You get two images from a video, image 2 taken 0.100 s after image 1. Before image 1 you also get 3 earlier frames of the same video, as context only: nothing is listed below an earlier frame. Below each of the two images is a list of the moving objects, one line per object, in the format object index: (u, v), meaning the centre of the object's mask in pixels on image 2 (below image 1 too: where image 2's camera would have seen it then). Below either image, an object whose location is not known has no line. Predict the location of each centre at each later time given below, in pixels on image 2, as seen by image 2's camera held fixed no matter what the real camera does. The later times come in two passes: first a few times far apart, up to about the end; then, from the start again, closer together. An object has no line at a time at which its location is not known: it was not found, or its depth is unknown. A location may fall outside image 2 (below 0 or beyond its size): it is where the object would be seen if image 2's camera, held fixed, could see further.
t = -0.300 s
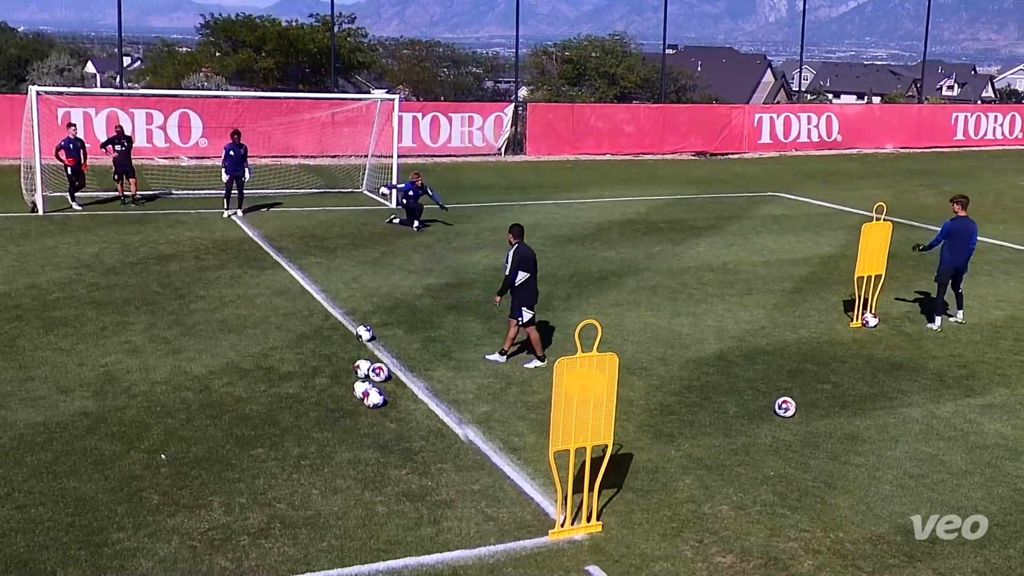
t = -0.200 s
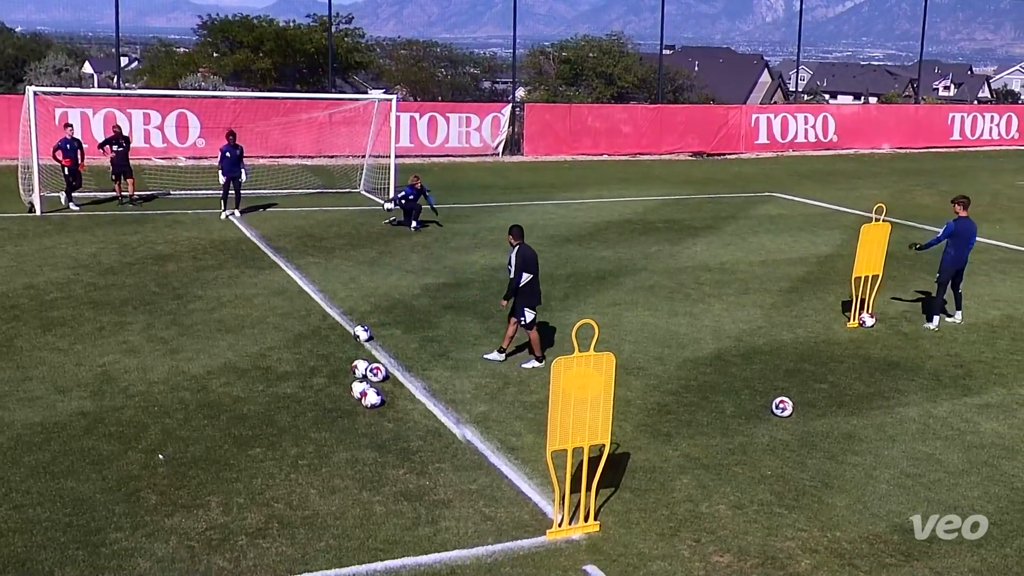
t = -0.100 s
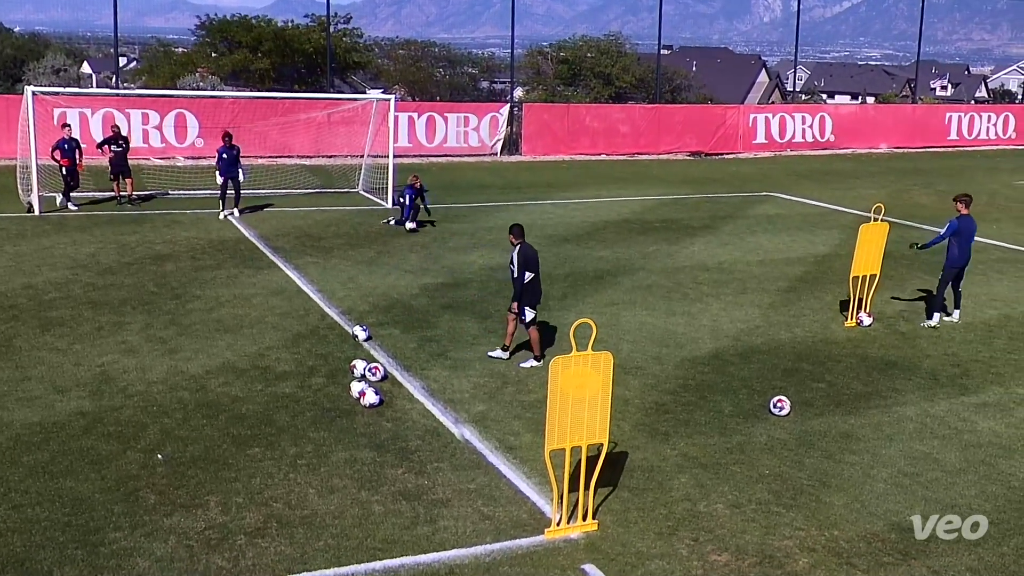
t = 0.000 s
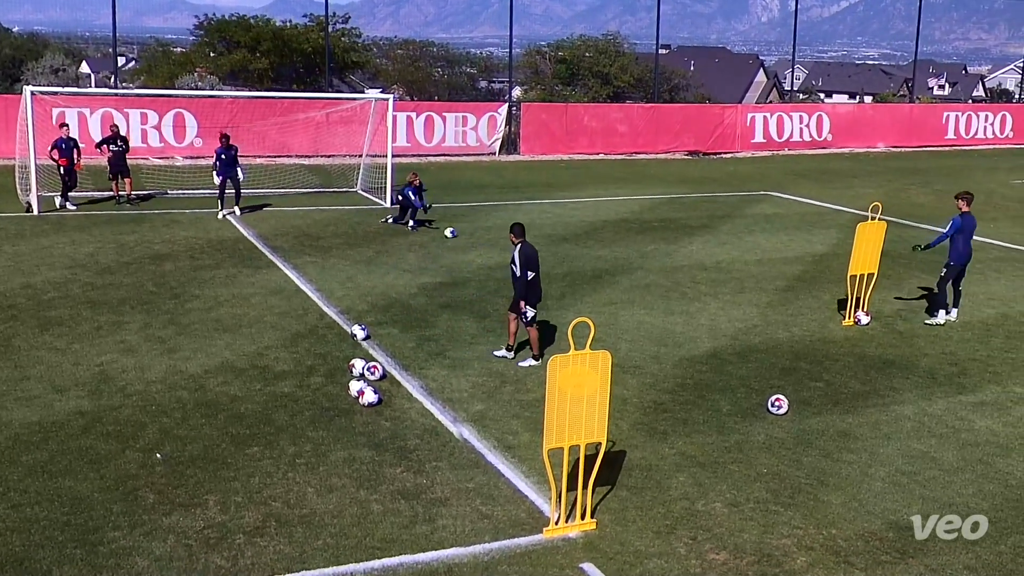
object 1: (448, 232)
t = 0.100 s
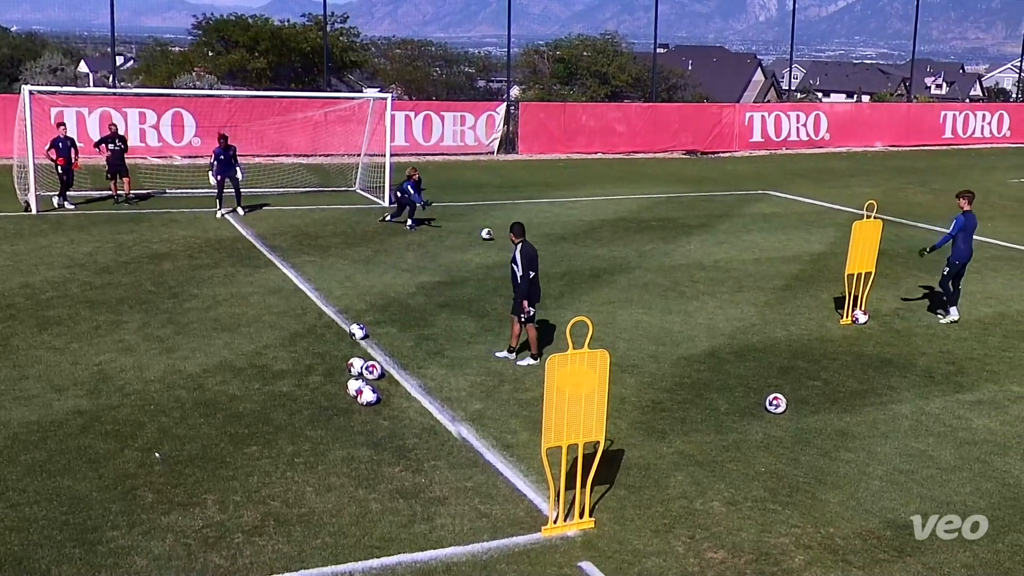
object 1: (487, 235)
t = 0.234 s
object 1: (536, 241)
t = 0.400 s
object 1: (588, 250)
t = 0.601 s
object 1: (651, 259)
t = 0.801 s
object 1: (715, 267)
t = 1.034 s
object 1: (786, 275)
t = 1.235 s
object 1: (846, 285)
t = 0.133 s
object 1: (499, 236)
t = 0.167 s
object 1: (508, 238)
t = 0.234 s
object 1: (536, 241)
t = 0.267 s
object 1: (545, 243)
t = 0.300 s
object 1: (555, 244)
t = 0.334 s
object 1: (566, 246)
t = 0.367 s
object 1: (577, 248)
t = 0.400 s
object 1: (588, 250)
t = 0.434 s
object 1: (598, 251)
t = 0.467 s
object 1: (609, 251)
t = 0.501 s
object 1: (620, 252)
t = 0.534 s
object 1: (630, 254)
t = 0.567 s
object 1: (640, 256)
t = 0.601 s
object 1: (651, 259)
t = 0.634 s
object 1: (662, 259)
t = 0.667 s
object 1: (672, 260)
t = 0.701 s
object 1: (683, 261)
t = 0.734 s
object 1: (694, 263)
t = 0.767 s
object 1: (704, 265)
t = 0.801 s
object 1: (715, 267)
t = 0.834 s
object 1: (725, 268)
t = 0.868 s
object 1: (735, 269)
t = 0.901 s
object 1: (745, 270)
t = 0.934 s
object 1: (756, 272)
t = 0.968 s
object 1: (765, 273)
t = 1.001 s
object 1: (776, 274)
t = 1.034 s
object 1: (786, 275)
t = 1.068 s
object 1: (796, 277)
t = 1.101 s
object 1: (806, 279)
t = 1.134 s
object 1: (816, 280)
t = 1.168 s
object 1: (827, 281)
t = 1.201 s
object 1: (837, 283)
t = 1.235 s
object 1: (846, 285)
